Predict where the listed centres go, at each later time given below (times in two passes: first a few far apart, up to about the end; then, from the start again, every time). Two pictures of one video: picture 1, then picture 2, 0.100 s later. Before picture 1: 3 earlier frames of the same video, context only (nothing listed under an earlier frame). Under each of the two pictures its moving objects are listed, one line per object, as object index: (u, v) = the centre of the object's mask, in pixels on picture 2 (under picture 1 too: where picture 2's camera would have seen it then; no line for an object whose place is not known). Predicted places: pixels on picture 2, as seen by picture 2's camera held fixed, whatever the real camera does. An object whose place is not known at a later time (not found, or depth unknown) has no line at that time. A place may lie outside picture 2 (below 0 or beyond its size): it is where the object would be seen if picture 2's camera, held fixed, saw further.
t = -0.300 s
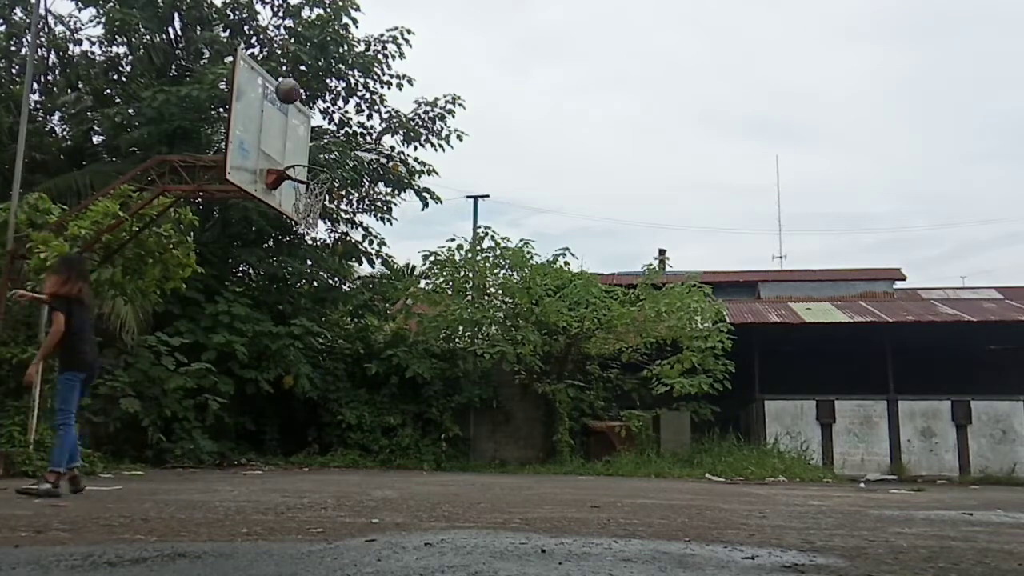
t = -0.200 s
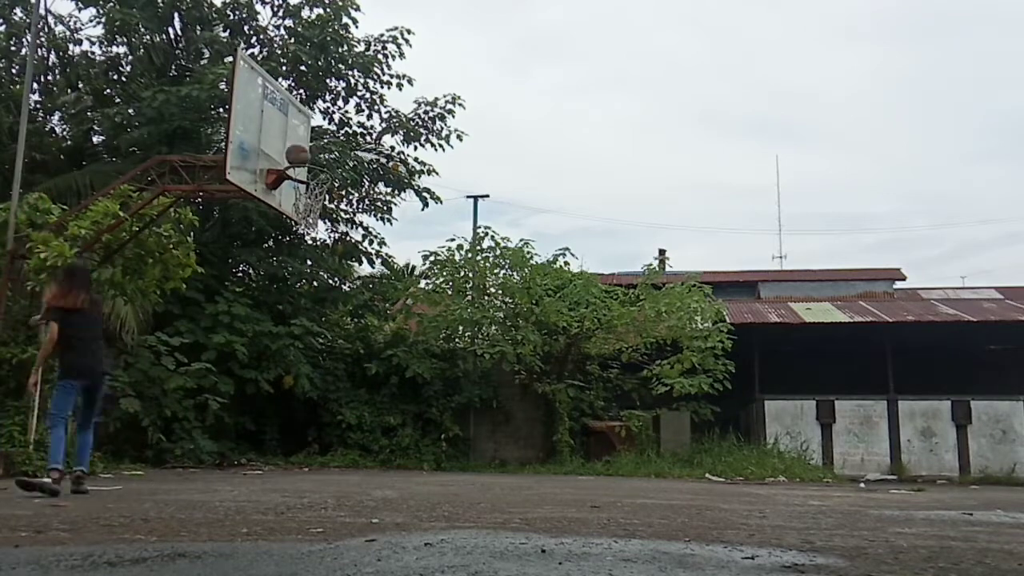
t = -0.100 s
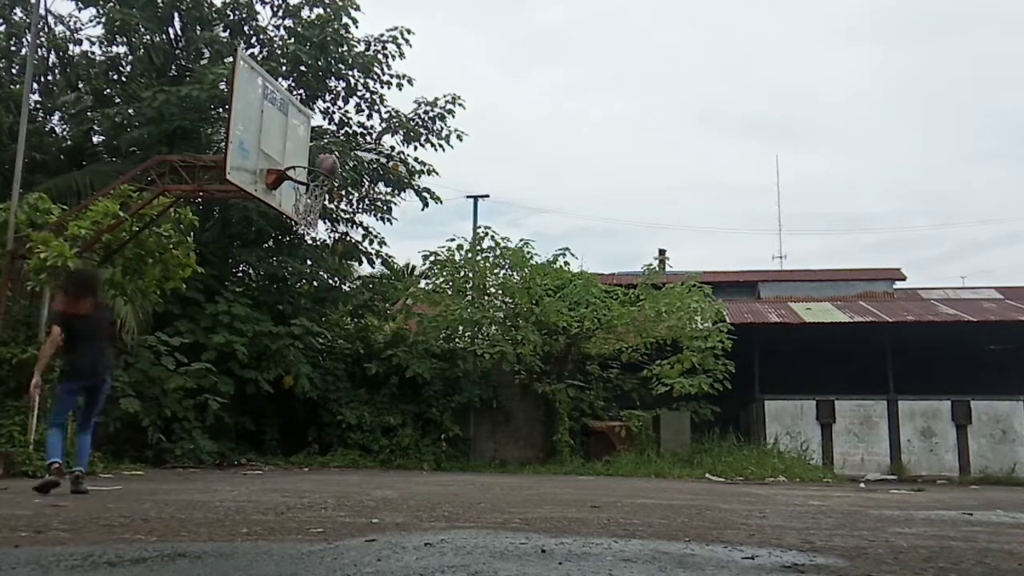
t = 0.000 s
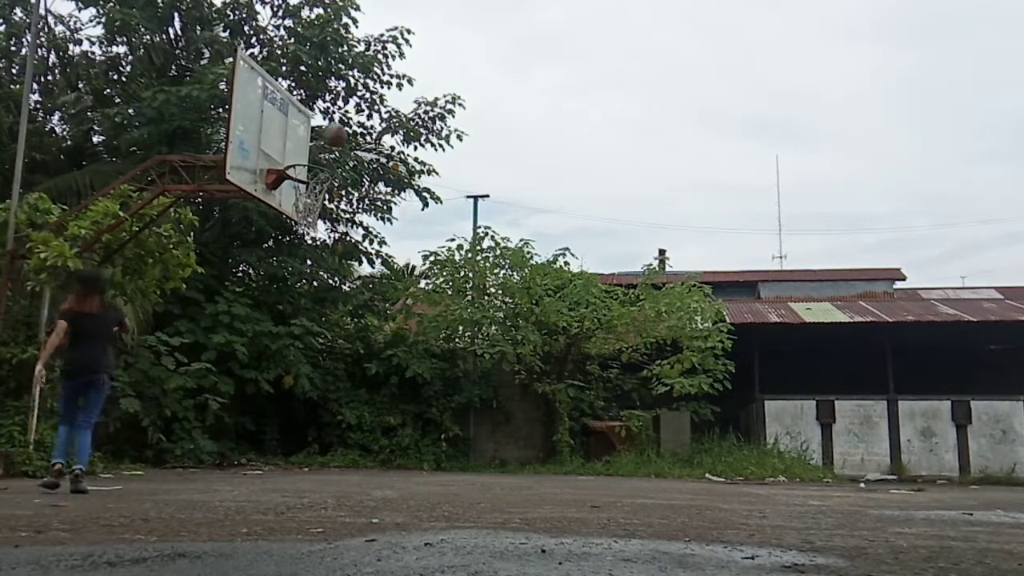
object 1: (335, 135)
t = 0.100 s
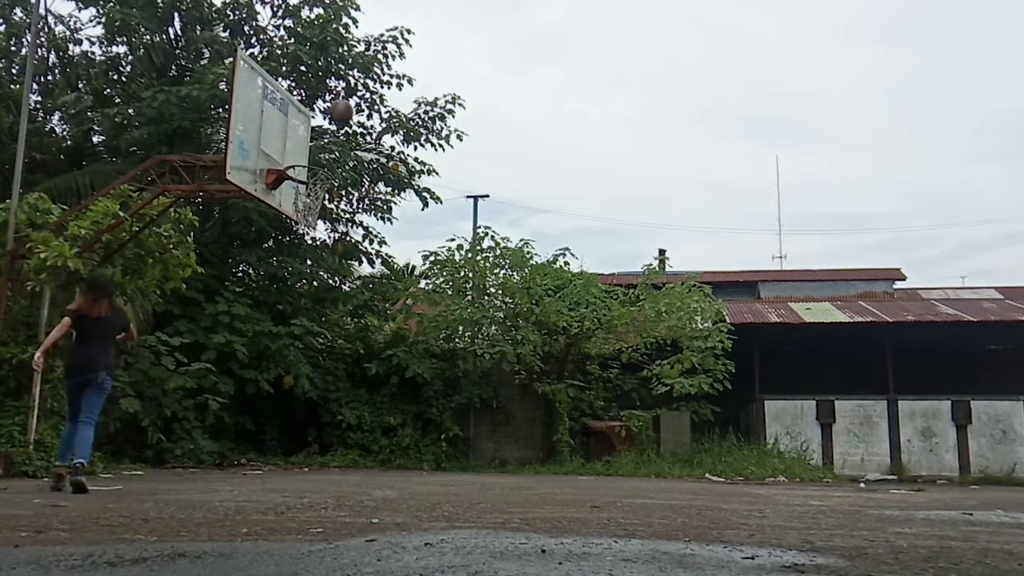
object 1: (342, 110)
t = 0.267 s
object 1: (352, 94)
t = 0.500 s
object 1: (368, 115)
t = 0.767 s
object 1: (384, 216)
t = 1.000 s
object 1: (397, 386)
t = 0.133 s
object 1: (343, 105)
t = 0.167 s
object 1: (346, 101)
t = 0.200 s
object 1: (347, 98)
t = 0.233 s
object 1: (350, 95)
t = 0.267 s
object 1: (352, 94)
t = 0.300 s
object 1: (354, 94)
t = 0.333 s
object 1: (355, 94)
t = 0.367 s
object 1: (358, 96)
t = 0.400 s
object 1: (360, 99)
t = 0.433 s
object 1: (362, 103)
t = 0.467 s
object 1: (365, 108)
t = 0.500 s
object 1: (368, 115)
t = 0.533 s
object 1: (370, 124)
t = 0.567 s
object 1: (372, 132)
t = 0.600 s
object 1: (374, 142)
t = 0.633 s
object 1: (376, 154)
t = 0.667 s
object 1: (380, 164)
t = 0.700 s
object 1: (381, 181)
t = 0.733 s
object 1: (383, 198)
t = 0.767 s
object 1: (384, 216)
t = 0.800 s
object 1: (386, 235)
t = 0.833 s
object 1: (388, 256)
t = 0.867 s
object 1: (390, 274)
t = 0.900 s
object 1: (392, 302)
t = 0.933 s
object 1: (394, 329)
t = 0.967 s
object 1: (395, 356)
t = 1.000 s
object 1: (397, 386)
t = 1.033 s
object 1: (399, 419)
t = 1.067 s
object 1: (400, 450)
